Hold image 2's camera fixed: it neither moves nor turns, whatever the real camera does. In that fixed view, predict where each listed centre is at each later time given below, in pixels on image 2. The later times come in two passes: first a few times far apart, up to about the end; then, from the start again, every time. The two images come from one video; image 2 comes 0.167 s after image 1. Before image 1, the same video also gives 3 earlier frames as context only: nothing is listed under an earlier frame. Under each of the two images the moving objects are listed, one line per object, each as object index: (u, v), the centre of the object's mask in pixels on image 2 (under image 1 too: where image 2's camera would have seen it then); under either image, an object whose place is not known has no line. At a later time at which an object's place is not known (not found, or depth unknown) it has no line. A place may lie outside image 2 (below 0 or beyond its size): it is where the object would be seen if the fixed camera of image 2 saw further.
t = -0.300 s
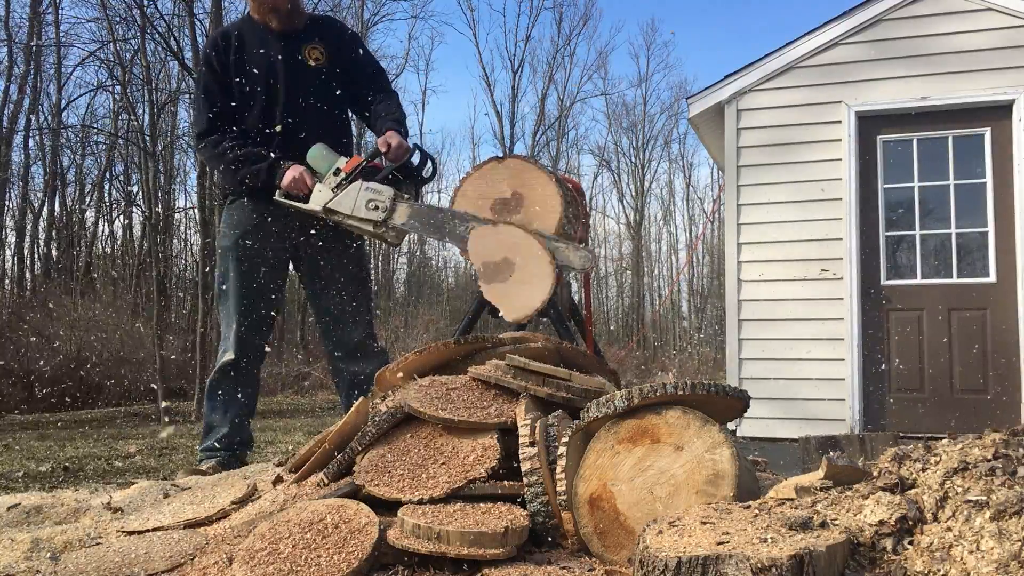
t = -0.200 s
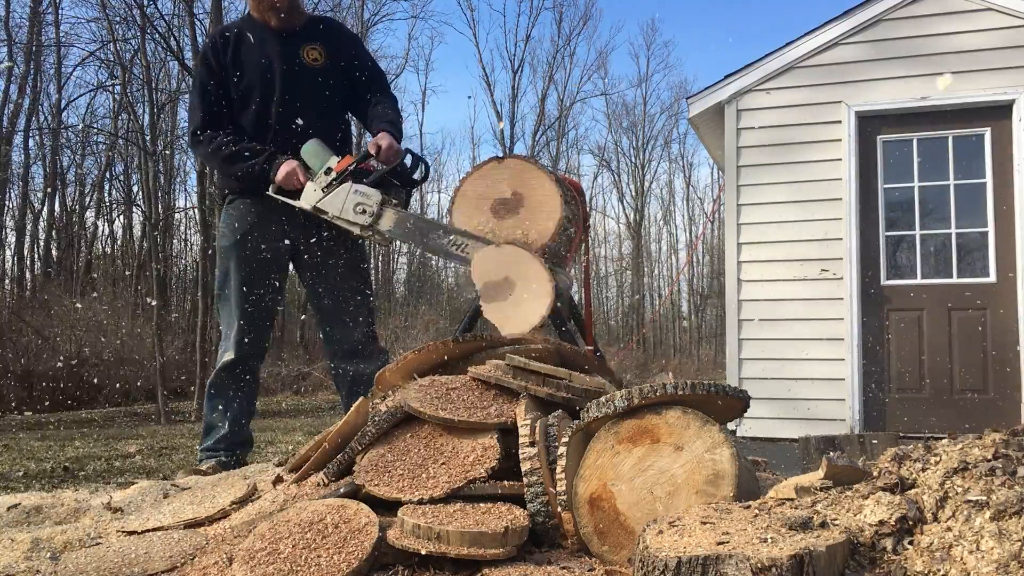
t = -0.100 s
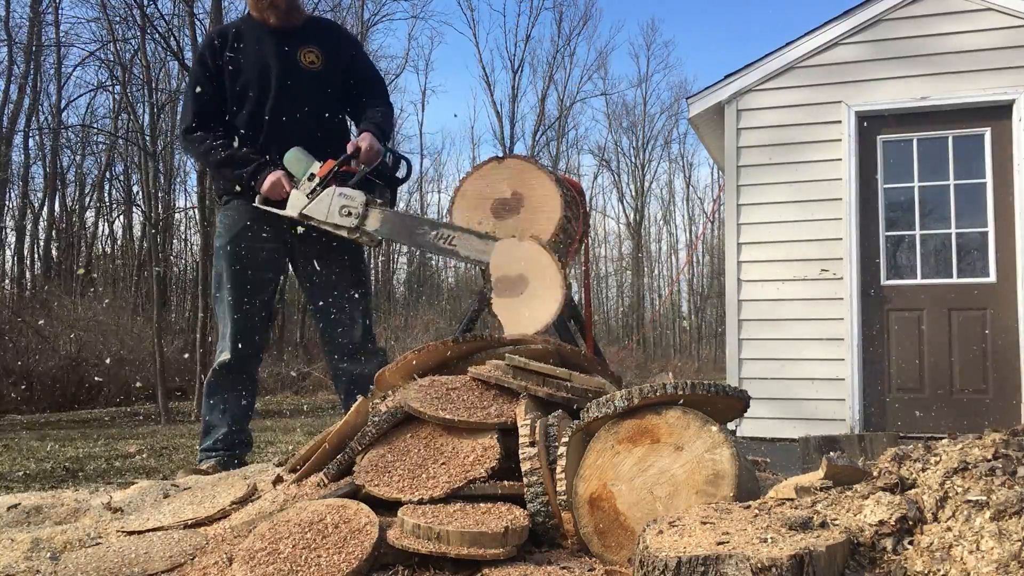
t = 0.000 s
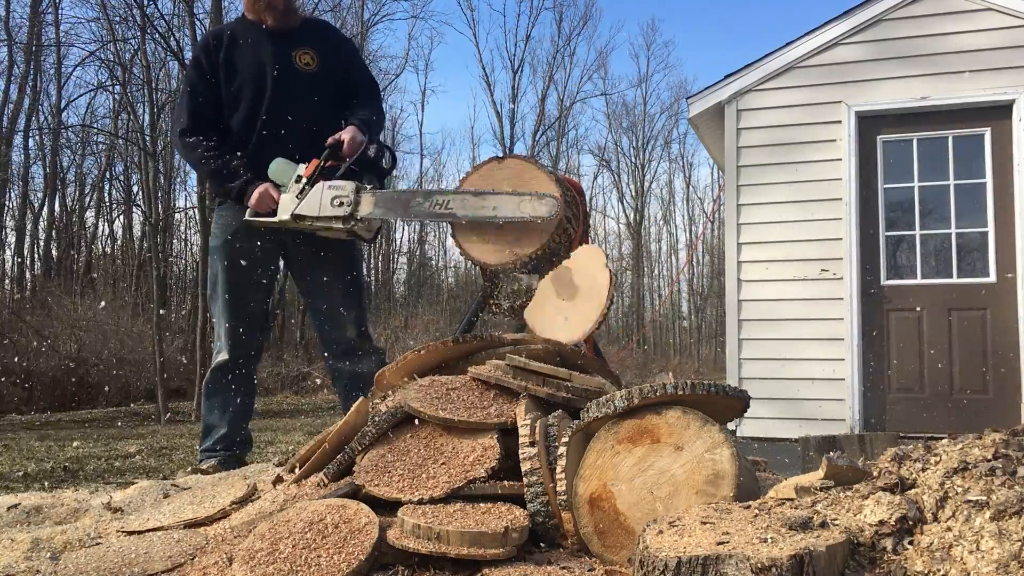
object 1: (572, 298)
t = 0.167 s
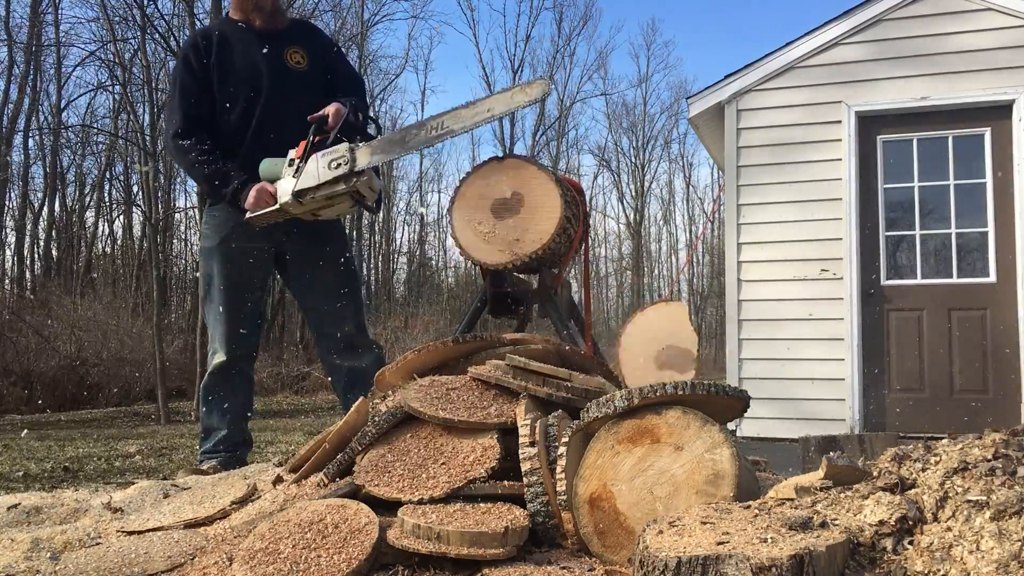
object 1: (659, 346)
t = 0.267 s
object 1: (728, 369)
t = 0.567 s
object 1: (928, 420)
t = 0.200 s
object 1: (678, 353)
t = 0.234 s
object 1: (702, 359)
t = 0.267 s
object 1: (728, 369)
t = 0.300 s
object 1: (754, 396)
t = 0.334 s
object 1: (772, 421)
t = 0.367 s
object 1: (780, 426)
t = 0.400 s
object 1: (793, 424)
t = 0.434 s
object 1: (815, 418)
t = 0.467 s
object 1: (844, 416)
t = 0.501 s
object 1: (874, 417)
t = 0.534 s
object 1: (901, 420)
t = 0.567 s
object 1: (928, 420)
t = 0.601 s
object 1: (950, 414)
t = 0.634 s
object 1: (973, 409)
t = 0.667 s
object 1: (993, 410)
